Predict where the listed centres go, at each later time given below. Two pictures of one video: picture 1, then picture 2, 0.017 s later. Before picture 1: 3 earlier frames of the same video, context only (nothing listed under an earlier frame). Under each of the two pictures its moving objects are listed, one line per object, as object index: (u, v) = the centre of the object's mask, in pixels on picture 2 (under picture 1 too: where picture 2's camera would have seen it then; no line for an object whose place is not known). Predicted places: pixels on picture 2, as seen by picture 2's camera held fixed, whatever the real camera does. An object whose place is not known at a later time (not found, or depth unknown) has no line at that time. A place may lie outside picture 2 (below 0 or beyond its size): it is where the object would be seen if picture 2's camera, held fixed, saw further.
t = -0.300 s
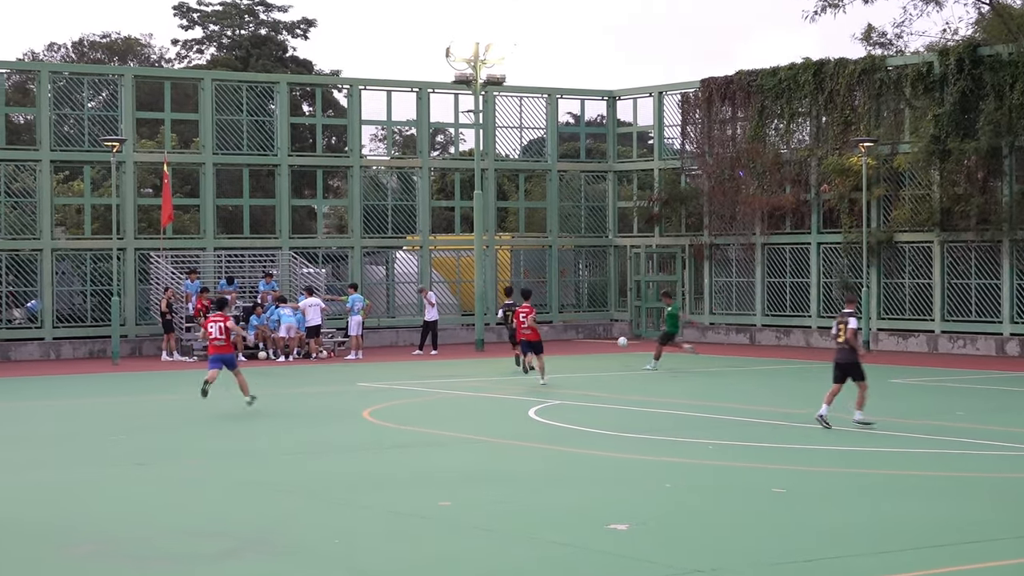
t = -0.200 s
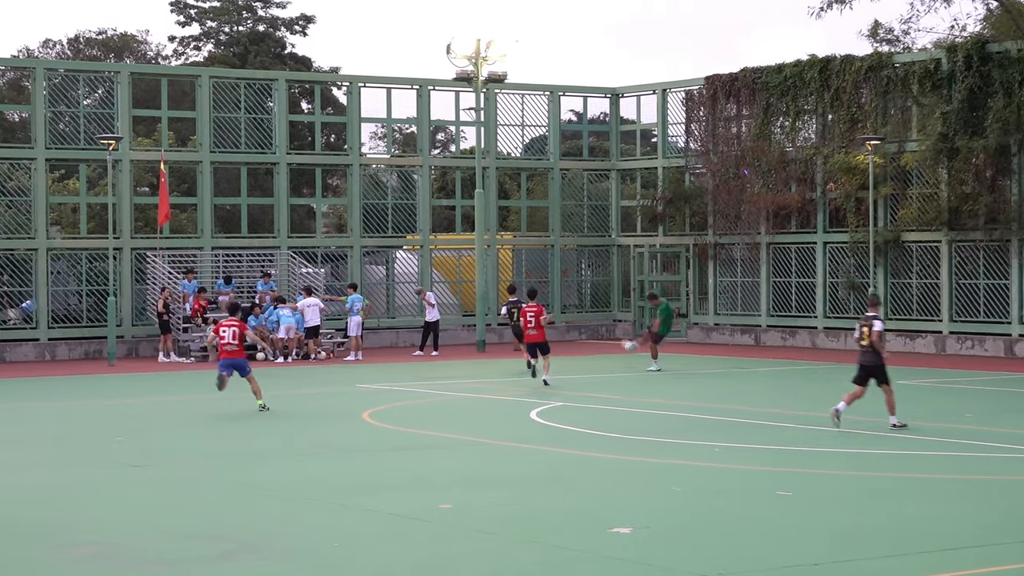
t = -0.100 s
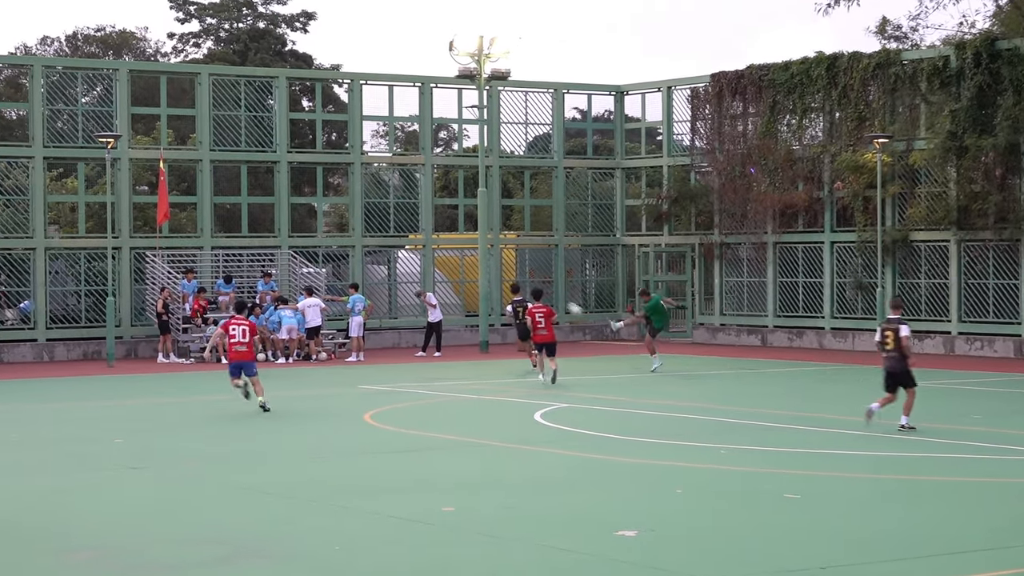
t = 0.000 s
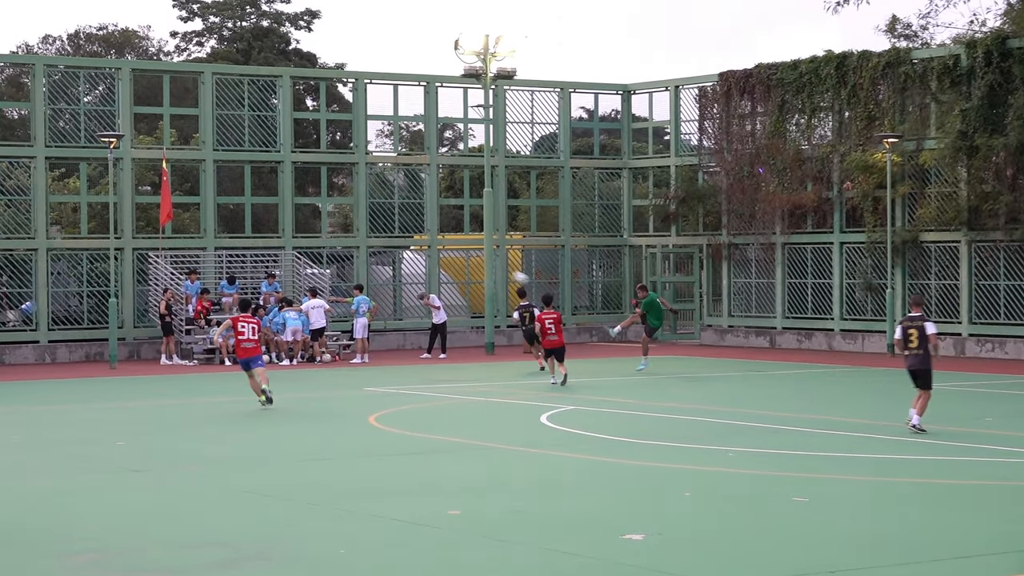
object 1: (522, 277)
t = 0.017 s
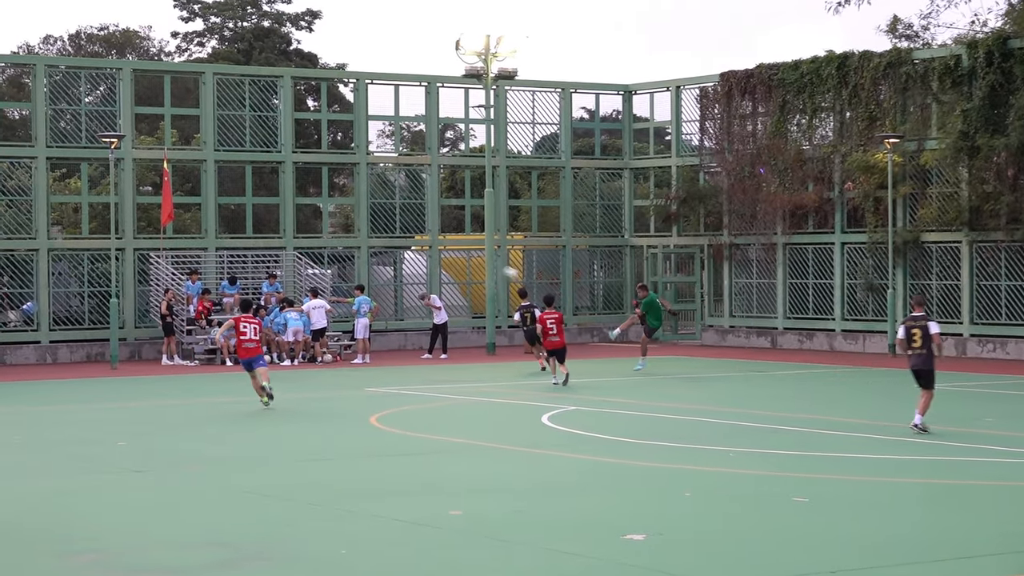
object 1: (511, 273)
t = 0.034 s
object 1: (501, 268)
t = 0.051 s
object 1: (490, 262)
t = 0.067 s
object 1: (480, 259)
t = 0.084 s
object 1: (470, 255)
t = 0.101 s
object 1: (459, 250)
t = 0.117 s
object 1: (449, 248)
